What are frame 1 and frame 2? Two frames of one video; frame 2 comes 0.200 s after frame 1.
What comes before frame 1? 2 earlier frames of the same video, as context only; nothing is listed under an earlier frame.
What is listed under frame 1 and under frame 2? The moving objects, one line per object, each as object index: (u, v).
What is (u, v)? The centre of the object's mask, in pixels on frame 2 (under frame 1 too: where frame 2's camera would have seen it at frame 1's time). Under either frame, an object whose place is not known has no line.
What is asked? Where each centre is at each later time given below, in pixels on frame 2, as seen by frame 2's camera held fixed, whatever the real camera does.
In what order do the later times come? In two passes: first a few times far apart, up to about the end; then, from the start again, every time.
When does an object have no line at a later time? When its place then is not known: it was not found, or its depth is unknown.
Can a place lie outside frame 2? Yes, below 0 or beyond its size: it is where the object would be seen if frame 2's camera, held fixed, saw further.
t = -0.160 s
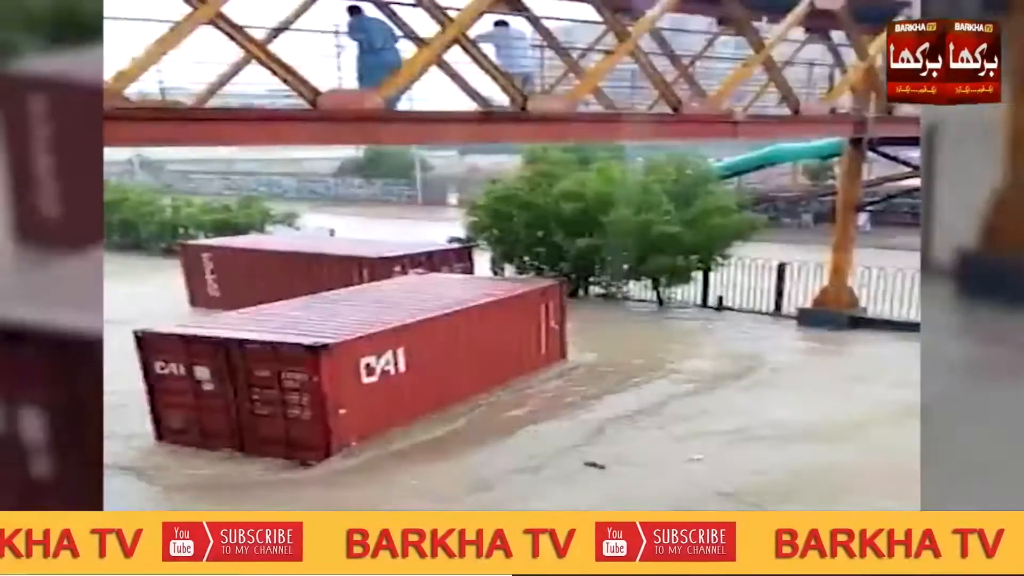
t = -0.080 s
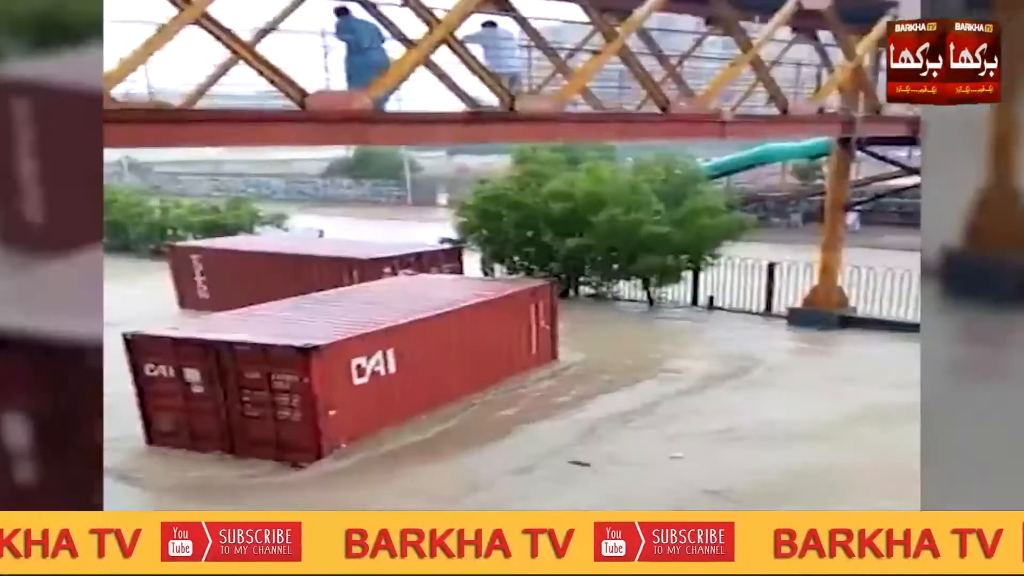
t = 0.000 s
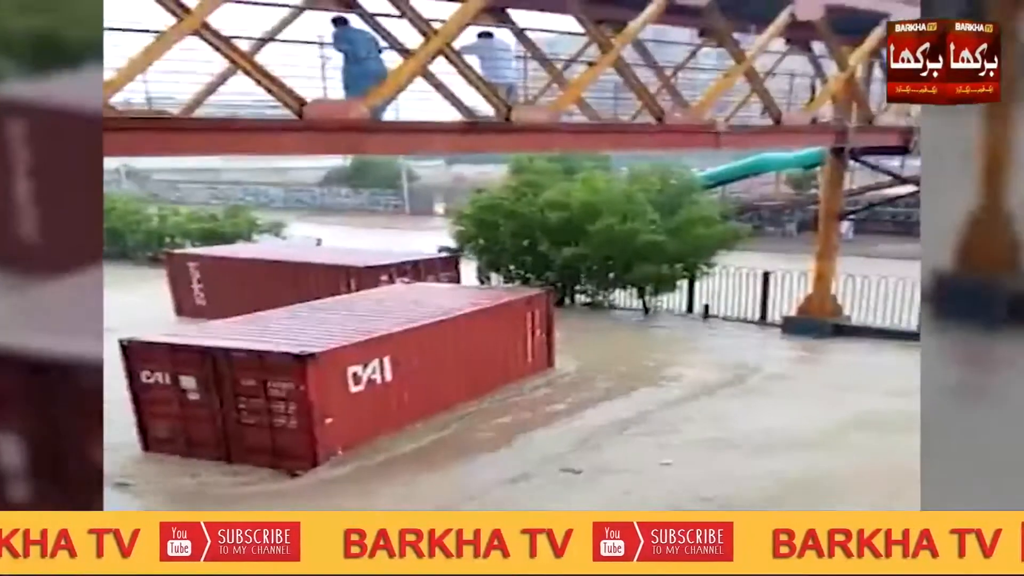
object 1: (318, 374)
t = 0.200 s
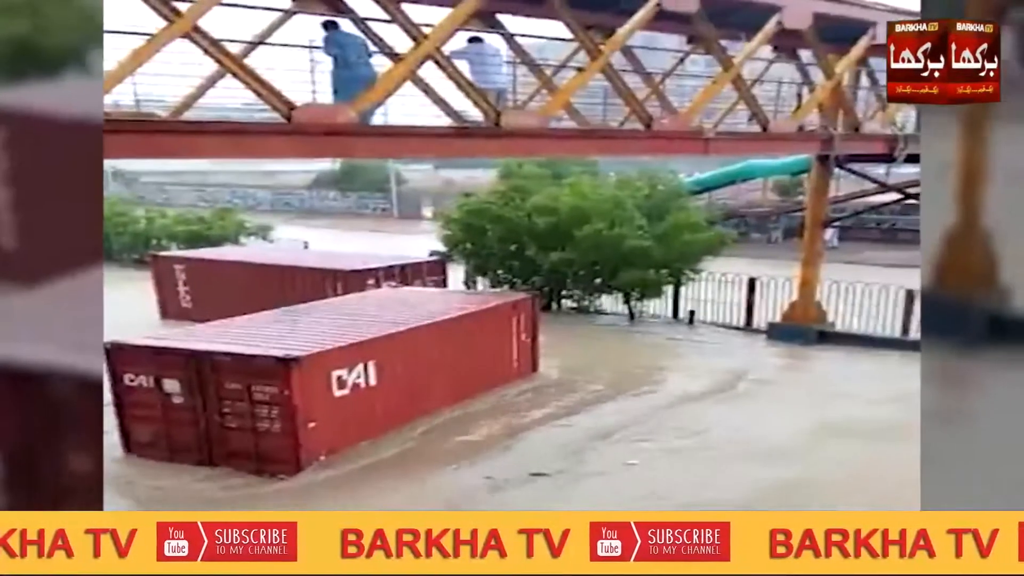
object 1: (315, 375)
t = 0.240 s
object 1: (314, 374)
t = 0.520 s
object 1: (317, 375)
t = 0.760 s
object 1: (318, 374)
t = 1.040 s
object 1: (322, 373)
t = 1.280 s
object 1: (303, 374)
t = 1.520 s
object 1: (290, 372)
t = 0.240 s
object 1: (314, 374)
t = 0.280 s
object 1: (314, 374)
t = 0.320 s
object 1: (314, 374)
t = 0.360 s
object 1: (314, 375)
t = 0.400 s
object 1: (315, 375)
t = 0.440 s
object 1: (315, 375)
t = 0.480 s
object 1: (316, 375)
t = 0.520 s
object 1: (317, 375)
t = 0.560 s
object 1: (318, 375)
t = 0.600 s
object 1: (317, 375)
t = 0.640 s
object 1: (316, 374)
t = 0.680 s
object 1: (318, 374)
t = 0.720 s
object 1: (317, 374)
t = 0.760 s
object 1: (318, 374)
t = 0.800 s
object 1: (325, 373)
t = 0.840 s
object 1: (325, 373)
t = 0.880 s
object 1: (324, 373)
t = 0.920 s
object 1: (323, 373)
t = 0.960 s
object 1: (323, 373)
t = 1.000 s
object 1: (322, 373)
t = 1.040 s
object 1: (322, 373)
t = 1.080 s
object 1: (320, 373)
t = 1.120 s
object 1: (317, 372)
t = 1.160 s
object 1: (315, 373)
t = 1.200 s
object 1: (312, 372)
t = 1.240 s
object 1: (309, 373)
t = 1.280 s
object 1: (303, 374)
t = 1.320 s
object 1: (297, 374)
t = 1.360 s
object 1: (296, 373)
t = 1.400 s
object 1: (296, 373)
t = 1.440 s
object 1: (291, 372)
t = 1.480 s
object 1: (291, 372)
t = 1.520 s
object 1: (290, 372)
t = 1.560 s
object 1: (289, 372)
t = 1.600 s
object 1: (288, 372)
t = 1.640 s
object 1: (286, 371)
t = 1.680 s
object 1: (285, 371)
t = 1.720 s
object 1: (283, 371)
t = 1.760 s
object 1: (282, 371)
